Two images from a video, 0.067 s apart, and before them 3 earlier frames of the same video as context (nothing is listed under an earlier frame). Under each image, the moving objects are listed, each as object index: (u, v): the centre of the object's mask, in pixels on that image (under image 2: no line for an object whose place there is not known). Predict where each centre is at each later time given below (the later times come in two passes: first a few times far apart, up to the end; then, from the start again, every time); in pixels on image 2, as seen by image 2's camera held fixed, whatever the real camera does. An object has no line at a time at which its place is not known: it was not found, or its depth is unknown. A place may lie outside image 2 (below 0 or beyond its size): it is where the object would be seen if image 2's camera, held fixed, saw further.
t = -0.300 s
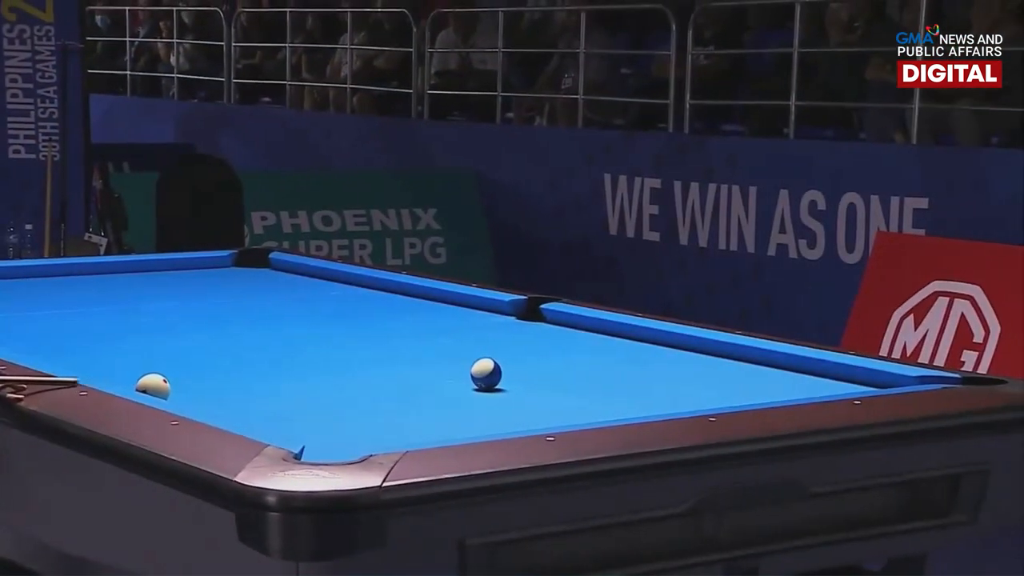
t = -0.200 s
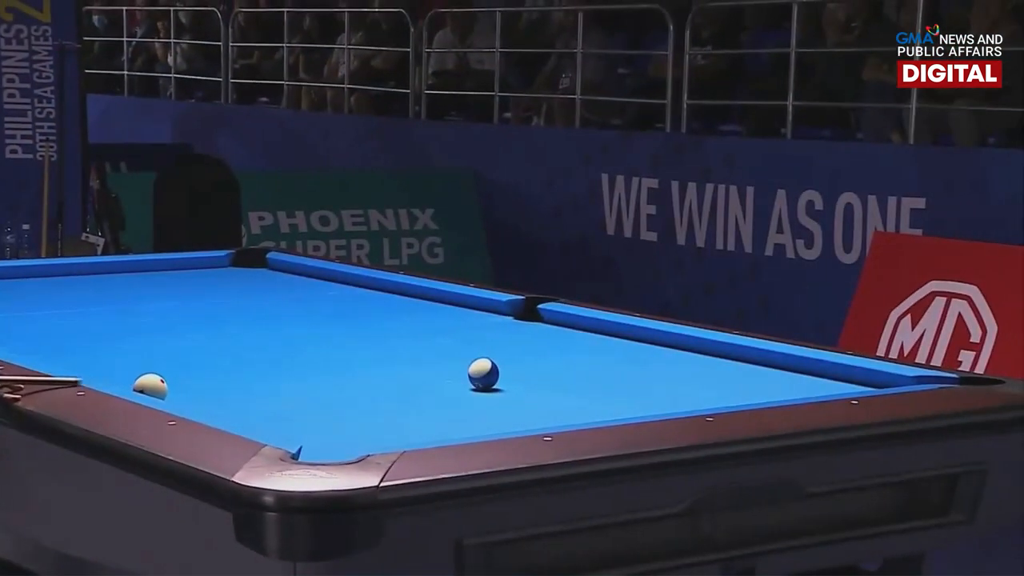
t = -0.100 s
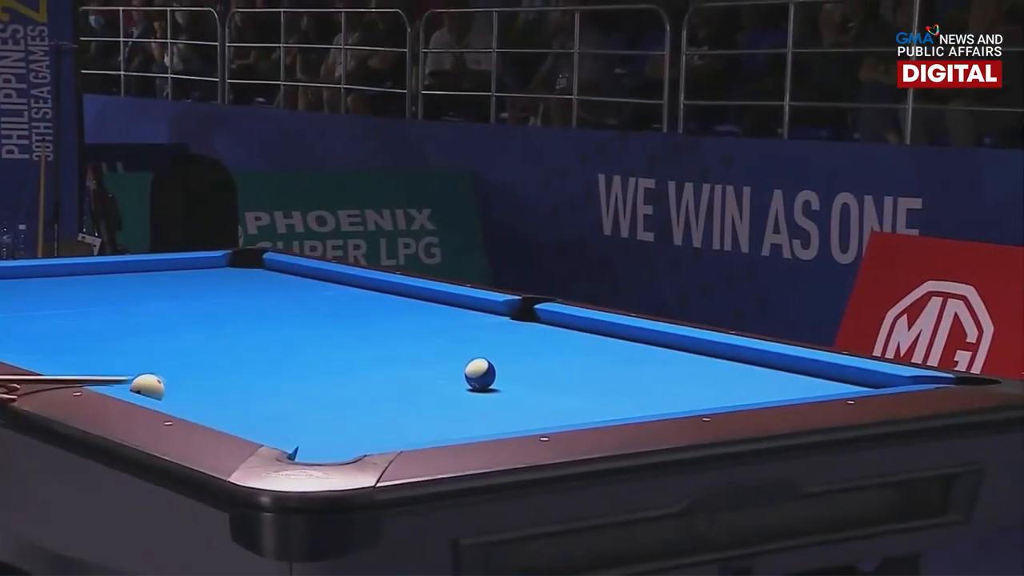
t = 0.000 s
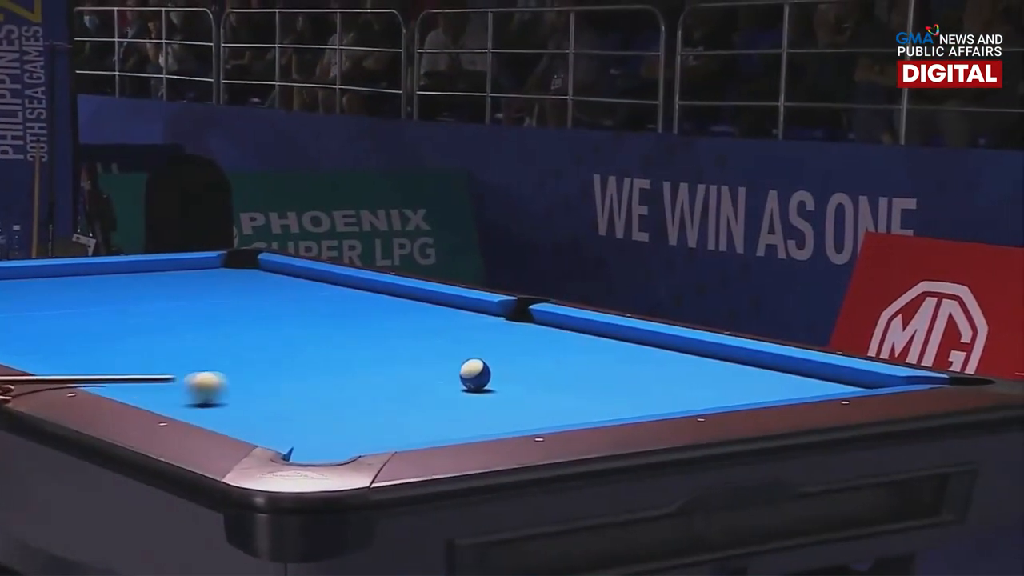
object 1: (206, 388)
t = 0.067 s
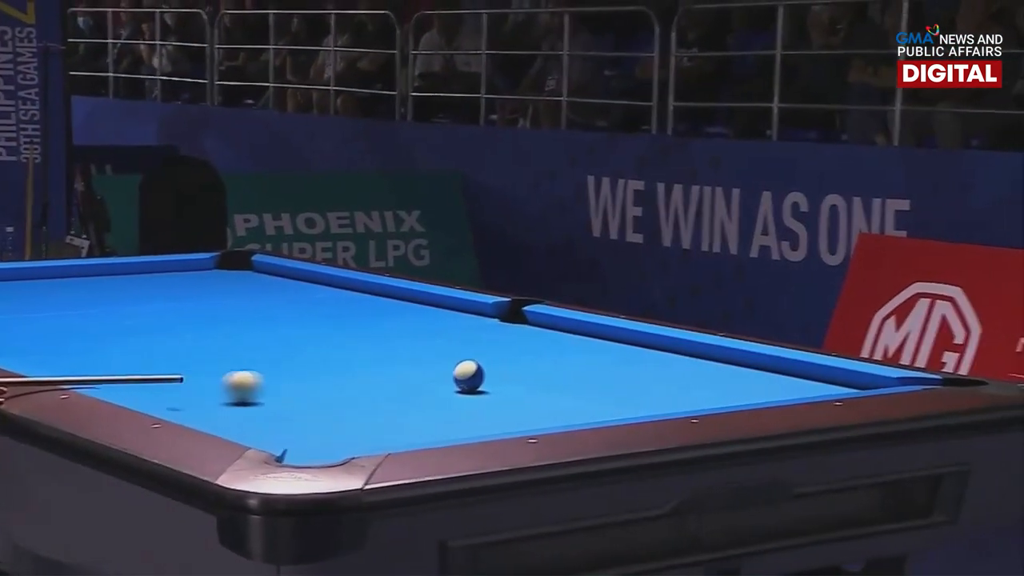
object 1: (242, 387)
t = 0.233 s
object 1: (348, 379)
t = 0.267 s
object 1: (368, 377)
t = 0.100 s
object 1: (264, 386)
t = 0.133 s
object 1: (286, 384)
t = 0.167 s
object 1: (307, 381)
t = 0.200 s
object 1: (328, 380)
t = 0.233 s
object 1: (348, 379)
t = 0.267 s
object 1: (368, 377)
